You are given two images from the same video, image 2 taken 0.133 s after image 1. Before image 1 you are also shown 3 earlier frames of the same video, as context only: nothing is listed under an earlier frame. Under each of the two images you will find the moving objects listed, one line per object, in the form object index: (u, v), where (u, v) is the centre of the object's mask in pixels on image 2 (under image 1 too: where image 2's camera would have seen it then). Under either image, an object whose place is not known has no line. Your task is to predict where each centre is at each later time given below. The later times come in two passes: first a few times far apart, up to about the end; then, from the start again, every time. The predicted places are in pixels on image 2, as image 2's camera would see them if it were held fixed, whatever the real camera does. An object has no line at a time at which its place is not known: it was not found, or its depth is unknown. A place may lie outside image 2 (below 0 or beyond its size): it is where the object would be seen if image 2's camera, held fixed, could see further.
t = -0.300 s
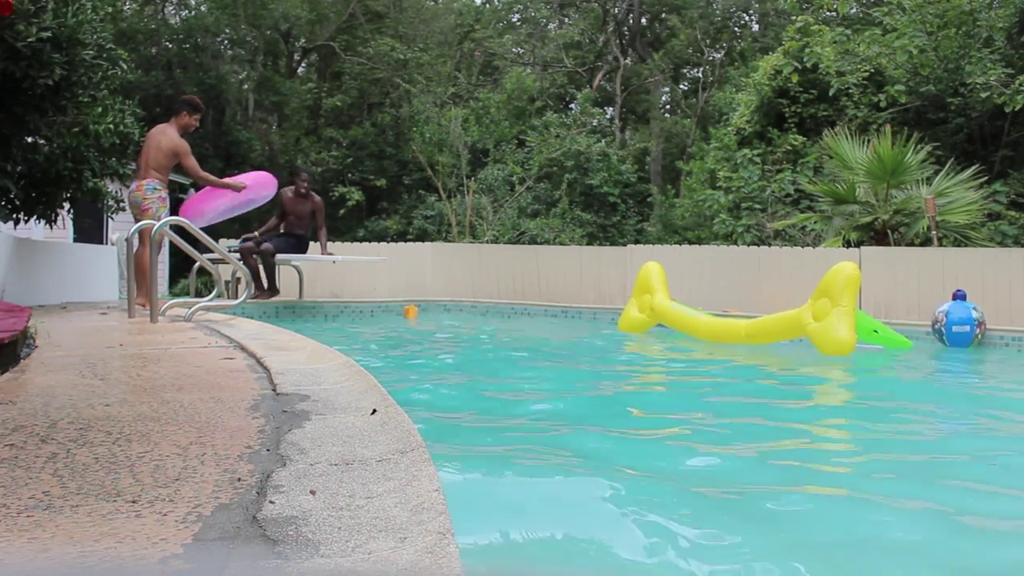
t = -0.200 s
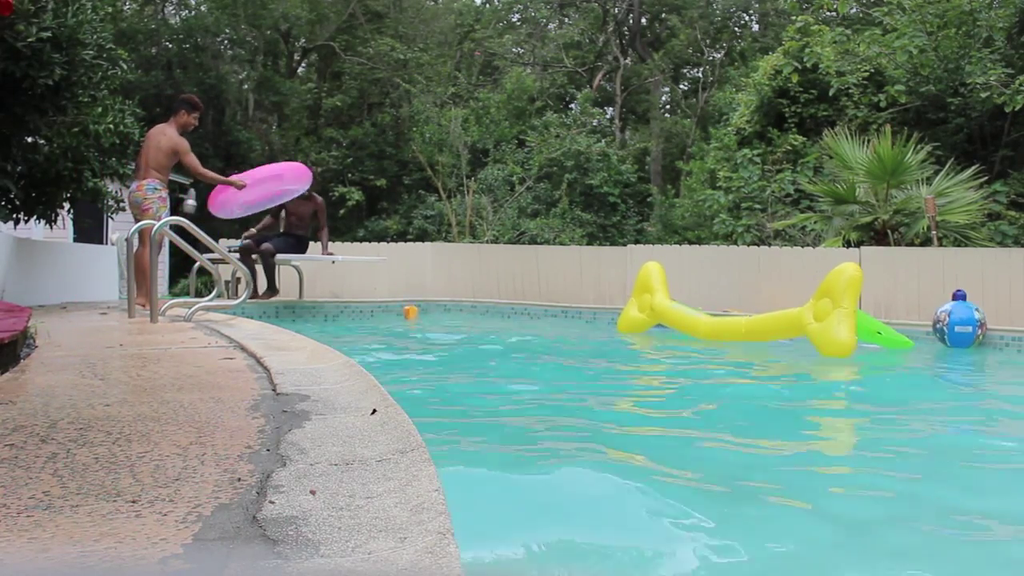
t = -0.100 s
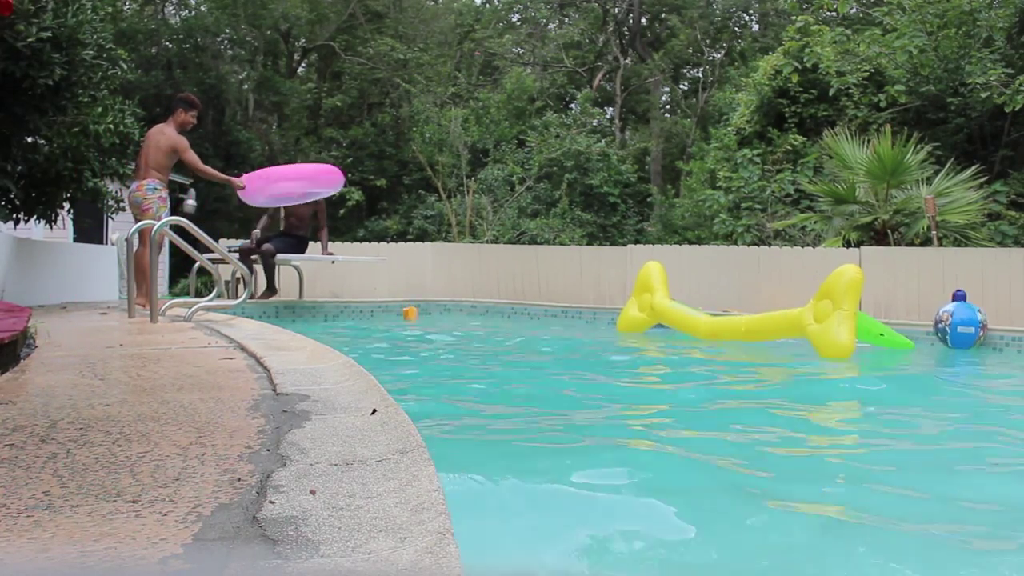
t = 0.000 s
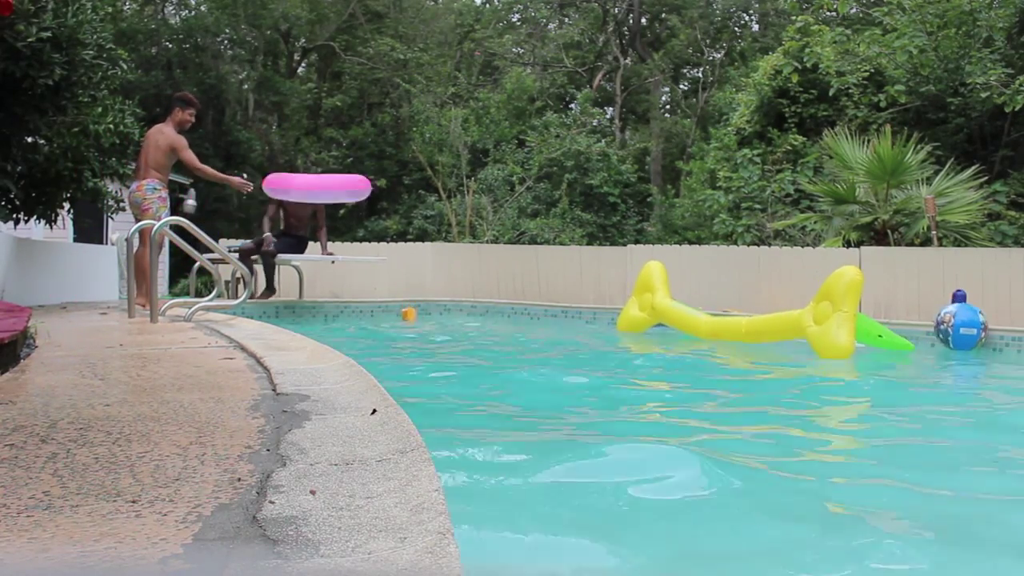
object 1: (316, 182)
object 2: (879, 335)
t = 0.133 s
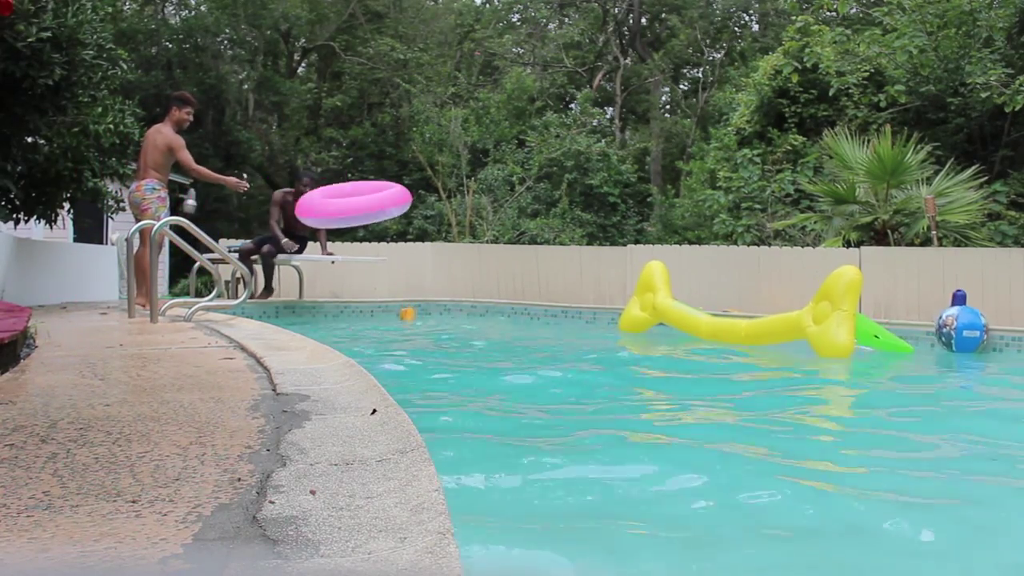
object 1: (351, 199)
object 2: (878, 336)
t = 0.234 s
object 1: (380, 220)
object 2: (878, 338)
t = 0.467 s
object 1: (430, 287)
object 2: (881, 337)
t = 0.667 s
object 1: (454, 326)
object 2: (884, 335)
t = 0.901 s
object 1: (466, 329)
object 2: (885, 333)
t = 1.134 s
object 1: (475, 331)
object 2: (885, 335)
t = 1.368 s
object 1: (482, 331)
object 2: (885, 338)
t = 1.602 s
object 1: (484, 331)
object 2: (885, 338)
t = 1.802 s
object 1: (486, 335)
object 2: (886, 338)
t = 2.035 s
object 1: (490, 335)
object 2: (887, 337)
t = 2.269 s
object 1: (493, 330)
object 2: (889, 335)
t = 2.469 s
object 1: (497, 330)
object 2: (889, 334)
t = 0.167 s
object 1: (360, 205)
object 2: (878, 337)
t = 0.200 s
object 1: (370, 212)
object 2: (878, 337)
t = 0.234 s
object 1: (380, 220)
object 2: (878, 338)
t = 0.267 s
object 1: (388, 227)
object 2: (879, 338)
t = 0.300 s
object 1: (397, 236)
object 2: (879, 338)
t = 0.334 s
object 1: (403, 245)
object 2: (878, 338)
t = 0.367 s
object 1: (410, 255)
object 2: (880, 338)
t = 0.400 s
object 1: (417, 265)
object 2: (880, 338)
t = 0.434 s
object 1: (424, 276)
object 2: (880, 337)
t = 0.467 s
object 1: (430, 287)
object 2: (881, 337)
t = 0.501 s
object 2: (881, 336)
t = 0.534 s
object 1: (444, 312)
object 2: (882, 336)
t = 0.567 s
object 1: (449, 323)
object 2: (882, 336)
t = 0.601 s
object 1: (452, 325)
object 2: (883, 335)
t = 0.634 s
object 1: (453, 325)
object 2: (883, 335)
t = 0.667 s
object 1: (454, 326)
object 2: (884, 335)
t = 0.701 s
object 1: (454, 326)
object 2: (884, 334)
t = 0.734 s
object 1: (455, 327)
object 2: (884, 334)
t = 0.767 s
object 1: (457, 327)
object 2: (884, 334)
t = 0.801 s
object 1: (460, 328)
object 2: (883, 333)
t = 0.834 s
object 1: (461, 329)
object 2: (884, 333)
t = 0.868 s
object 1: (465, 329)
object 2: (884, 333)
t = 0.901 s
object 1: (466, 329)
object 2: (885, 333)
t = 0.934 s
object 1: (467, 330)
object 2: (885, 333)
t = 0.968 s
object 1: (469, 331)
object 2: (885, 333)
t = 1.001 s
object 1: (470, 331)
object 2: (885, 333)
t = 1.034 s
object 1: (471, 331)
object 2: (885, 333)
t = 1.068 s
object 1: (473, 331)
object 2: (885, 334)
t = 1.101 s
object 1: (474, 331)
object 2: (885, 334)
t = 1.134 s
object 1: (475, 331)
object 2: (885, 335)
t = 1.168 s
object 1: (477, 331)
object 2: (885, 336)
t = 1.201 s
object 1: (477, 331)
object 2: (885, 336)
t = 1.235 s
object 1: (478, 332)
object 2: (885, 337)
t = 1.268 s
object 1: (479, 332)
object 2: (885, 338)
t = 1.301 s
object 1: (480, 332)
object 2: (885, 338)
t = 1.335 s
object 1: (481, 332)
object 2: (885, 338)
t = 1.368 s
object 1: (482, 331)
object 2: (885, 338)
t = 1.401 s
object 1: (483, 331)
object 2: (885, 339)
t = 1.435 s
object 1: (483, 331)
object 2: (885, 338)
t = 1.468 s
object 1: (483, 330)
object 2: (885, 338)
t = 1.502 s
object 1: (483, 330)
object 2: (885, 338)
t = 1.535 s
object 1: (484, 330)
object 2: (885, 338)
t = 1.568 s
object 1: (484, 330)
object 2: (885, 338)
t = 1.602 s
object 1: (484, 331)
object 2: (885, 338)
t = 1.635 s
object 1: (485, 331)
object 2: (886, 338)
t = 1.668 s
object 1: (485, 332)
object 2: (886, 338)
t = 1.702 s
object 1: (486, 333)
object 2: (886, 338)
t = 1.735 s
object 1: (486, 334)
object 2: (886, 338)
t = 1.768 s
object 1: (486, 335)
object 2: (886, 338)
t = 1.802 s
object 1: (486, 335)
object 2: (886, 338)
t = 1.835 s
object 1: (487, 336)
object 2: (886, 338)
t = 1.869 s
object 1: (487, 336)
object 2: (886, 338)
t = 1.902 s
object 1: (488, 336)
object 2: (886, 338)
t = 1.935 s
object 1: (488, 336)
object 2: (886, 338)
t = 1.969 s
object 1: (489, 336)
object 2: (887, 338)
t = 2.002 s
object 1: (489, 335)
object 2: (887, 337)
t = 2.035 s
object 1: (490, 335)
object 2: (887, 337)
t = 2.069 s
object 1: (491, 334)
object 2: (887, 337)
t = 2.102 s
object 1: (491, 333)
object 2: (887, 337)
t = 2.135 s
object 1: (492, 333)
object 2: (887, 337)
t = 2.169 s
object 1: (492, 332)
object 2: (888, 336)
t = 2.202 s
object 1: (492, 331)
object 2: (888, 336)
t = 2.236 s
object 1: (493, 330)
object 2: (889, 336)
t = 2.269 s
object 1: (493, 330)
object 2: (889, 335)
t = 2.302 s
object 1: (493, 330)
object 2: (889, 335)
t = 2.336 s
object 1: (494, 330)
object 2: (889, 334)
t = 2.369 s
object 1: (494, 330)
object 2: (889, 334)
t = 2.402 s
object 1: (495, 330)
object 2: (889, 334)
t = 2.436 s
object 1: (496, 330)
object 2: (889, 334)
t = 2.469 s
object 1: (497, 330)
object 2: (889, 334)
